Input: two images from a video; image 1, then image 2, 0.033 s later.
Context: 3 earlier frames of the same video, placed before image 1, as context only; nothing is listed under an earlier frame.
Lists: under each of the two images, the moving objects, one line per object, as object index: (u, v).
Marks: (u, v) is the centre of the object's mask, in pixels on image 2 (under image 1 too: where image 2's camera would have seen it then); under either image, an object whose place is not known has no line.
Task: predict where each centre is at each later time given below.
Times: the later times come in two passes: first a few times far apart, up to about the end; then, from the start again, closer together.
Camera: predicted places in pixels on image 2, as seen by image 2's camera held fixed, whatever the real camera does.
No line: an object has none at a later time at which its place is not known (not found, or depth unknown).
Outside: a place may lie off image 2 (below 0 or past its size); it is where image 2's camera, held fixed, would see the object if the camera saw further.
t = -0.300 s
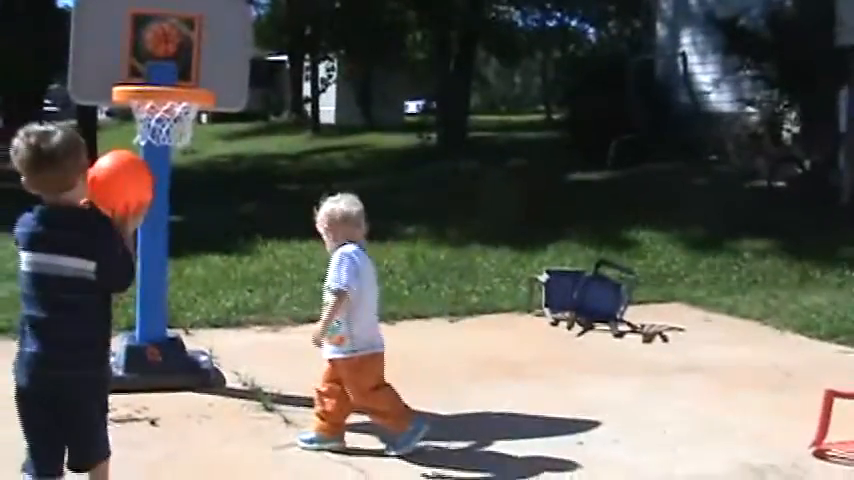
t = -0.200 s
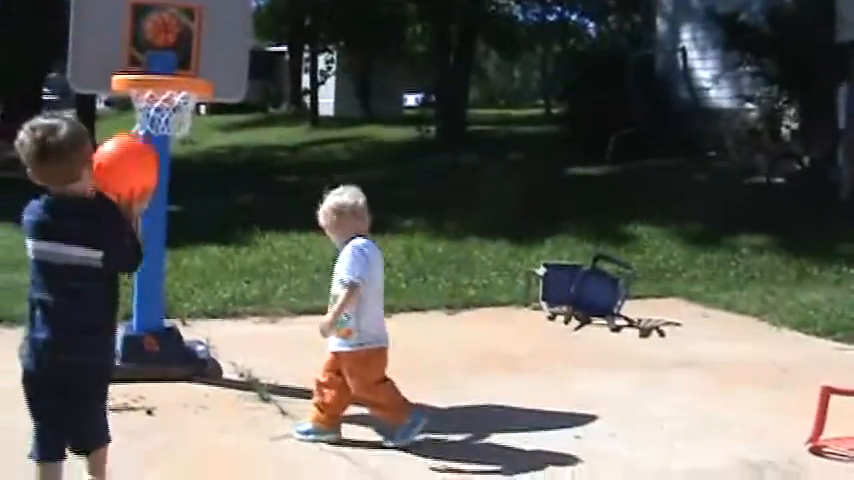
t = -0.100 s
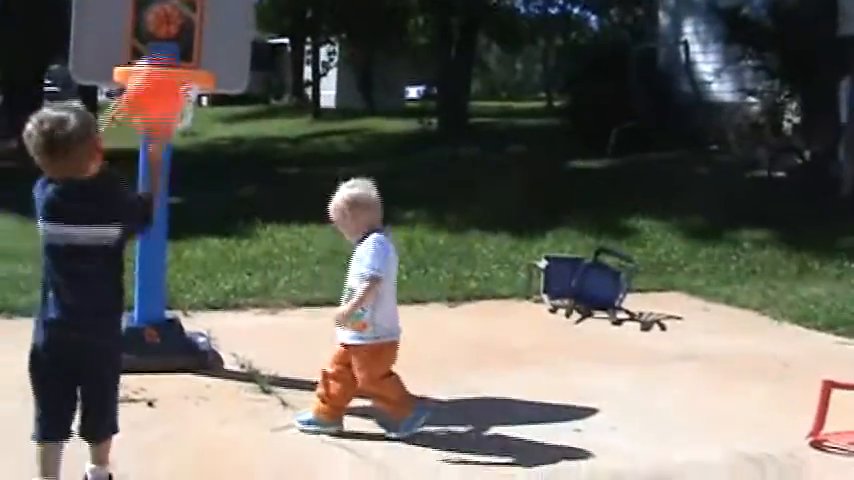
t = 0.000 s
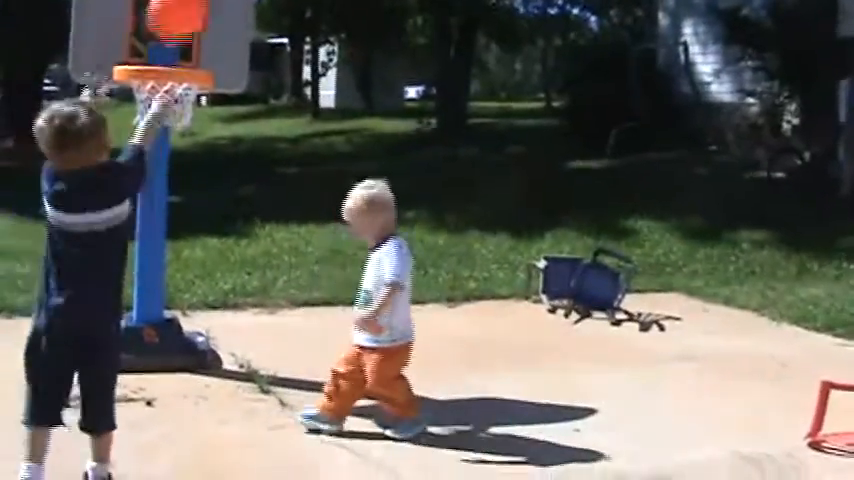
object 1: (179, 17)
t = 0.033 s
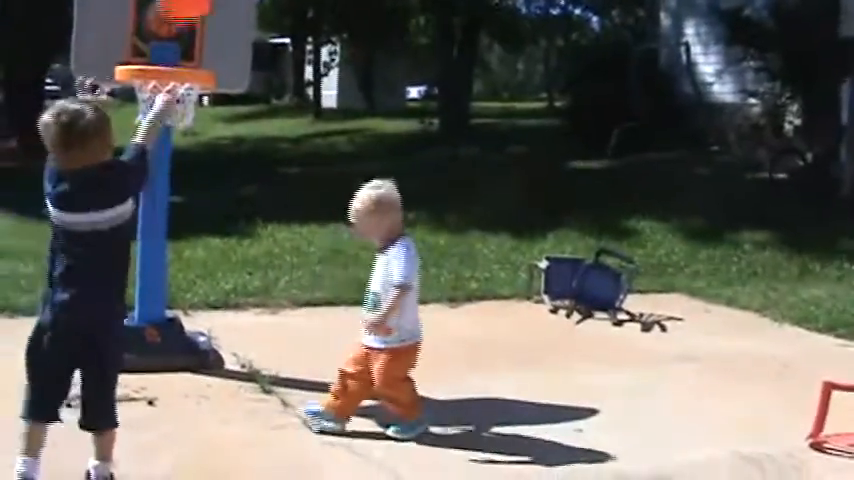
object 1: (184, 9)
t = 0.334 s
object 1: (221, 20)
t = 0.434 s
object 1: (229, 44)
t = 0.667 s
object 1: (308, 133)
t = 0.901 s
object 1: (396, 363)
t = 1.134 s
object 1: (490, 216)
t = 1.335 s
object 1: (578, 140)
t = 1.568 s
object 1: (673, 202)
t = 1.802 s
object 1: (746, 442)
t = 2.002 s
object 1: (840, 308)
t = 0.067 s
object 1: (192, 5)
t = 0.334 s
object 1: (221, 20)
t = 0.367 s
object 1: (222, 27)
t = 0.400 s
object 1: (225, 32)
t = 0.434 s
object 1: (229, 44)
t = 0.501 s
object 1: (242, 65)
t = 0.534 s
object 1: (256, 73)
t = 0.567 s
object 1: (269, 82)
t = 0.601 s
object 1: (282, 95)
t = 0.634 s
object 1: (294, 112)
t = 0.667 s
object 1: (308, 133)
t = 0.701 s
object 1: (320, 156)
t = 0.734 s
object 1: (331, 182)
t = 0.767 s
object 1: (344, 211)
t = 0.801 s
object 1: (357, 242)
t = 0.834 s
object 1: (369, 279)
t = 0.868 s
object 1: (383, 322)
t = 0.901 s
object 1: (396, 363)
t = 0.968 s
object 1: (424, 366)
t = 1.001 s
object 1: (436, 332)
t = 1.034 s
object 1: (449, 299)
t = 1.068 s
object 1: (463, 271)
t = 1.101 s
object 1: (476, 242)
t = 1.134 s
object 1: (490, 216)
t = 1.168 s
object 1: (508, 196)
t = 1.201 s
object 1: (523, 177)
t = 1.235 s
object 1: (538, 163)
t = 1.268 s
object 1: (551, 152)
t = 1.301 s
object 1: (565, 145)
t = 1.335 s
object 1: (578, 140)
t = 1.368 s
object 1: (592, 139)
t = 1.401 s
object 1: (605, 141)
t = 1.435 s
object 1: (618, 145)
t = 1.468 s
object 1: (632, 154)
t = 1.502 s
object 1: (646, 165)
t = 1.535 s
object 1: (660, 181)
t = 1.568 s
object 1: (673, 202)
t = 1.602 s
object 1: (685, 225)
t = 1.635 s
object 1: (698, 253)
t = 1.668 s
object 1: (708, 282)
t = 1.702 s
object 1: (720, 318)
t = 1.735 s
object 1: (731, 356)
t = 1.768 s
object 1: (739, 398)
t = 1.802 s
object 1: (746, 442)
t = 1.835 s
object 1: (760, 450)
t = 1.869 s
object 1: (781, 410)
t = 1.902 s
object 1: (800, 378)
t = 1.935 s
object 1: (819, 351)
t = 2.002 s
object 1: (840, 308)
